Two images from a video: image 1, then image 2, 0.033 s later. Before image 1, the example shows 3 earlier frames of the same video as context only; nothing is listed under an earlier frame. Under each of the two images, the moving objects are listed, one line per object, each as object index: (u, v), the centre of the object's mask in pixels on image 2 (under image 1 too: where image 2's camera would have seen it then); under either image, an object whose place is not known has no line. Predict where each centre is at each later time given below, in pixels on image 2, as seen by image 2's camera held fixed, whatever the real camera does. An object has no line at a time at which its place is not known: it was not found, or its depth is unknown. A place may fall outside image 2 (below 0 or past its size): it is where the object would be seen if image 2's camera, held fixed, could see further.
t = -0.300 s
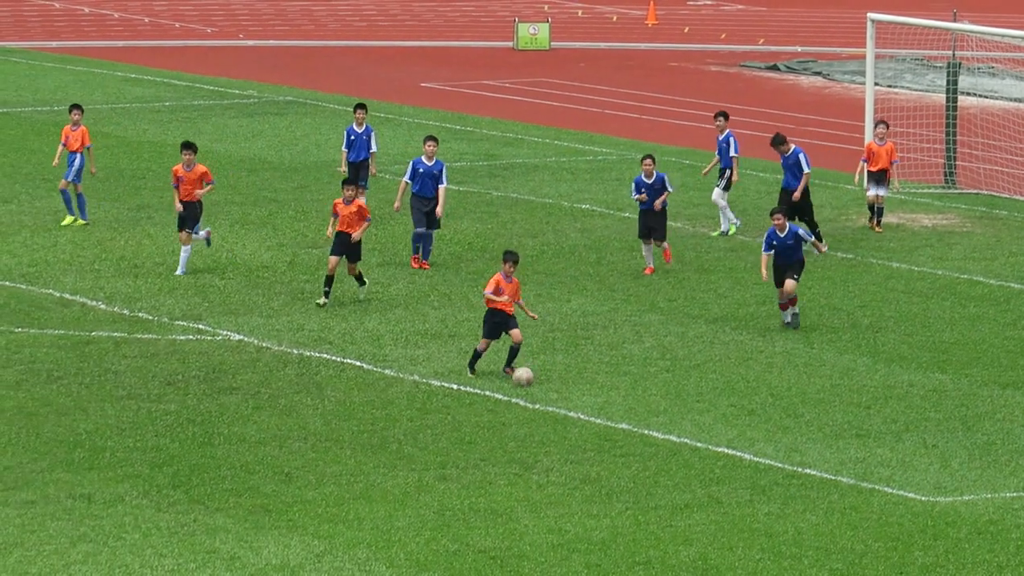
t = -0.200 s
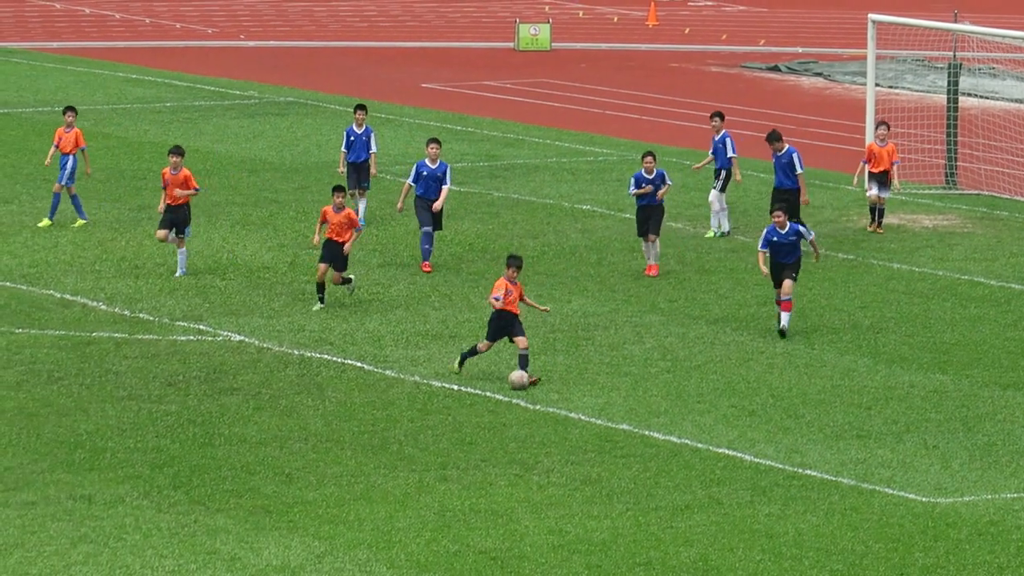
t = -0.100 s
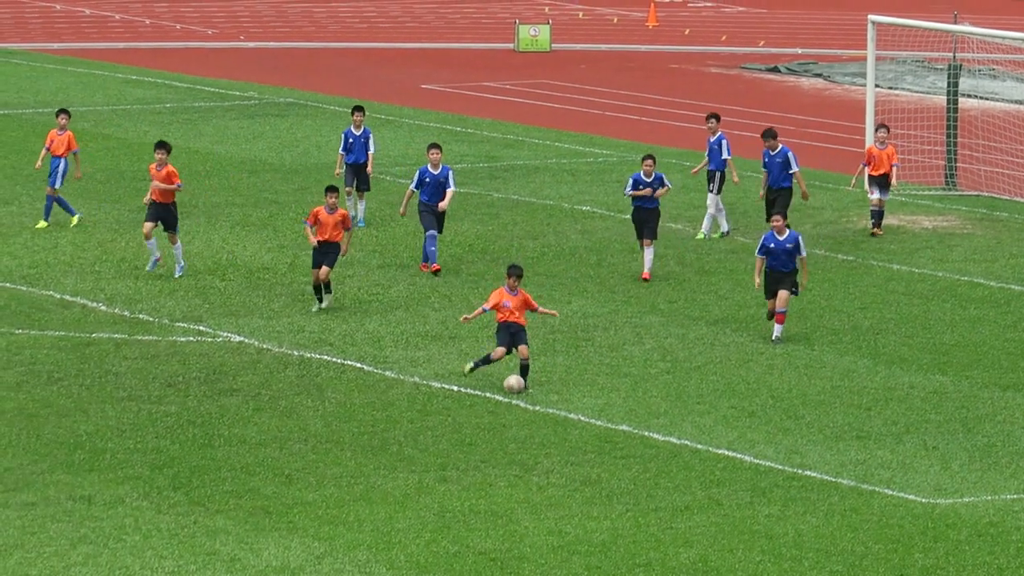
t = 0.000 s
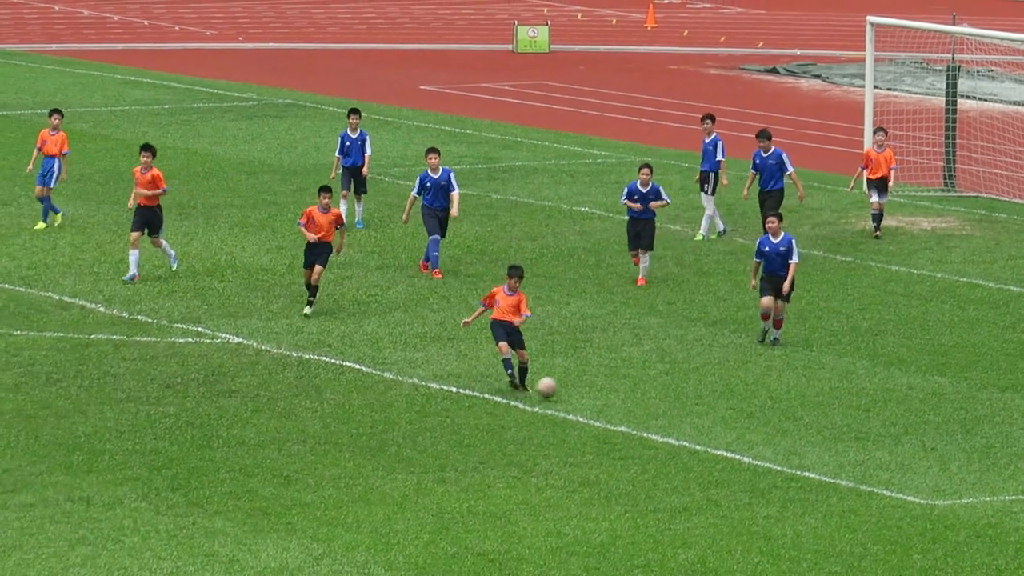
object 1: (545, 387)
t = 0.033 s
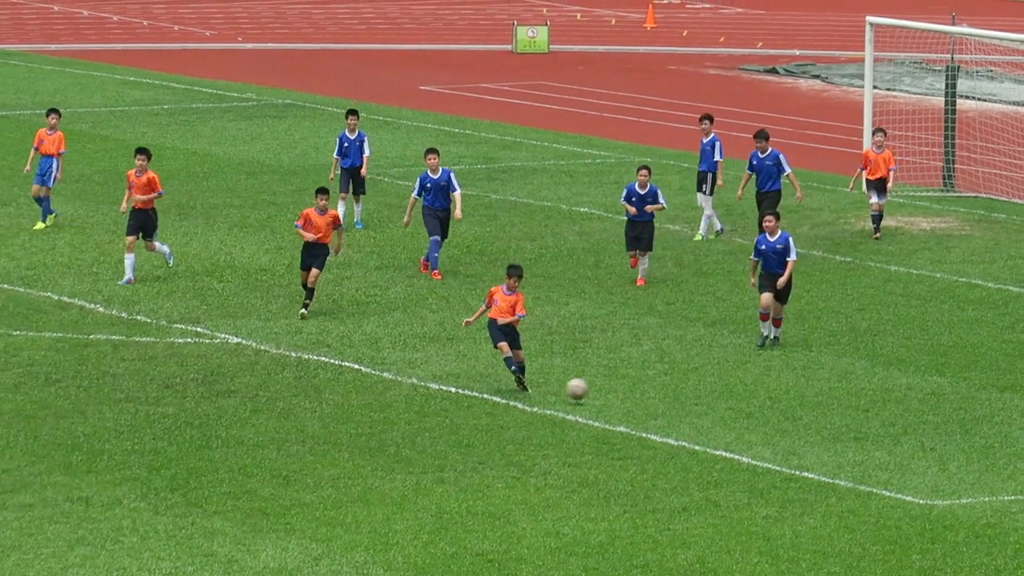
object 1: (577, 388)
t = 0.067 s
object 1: (609, 391)
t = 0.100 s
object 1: (640, 394)
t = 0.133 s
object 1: (672, 399)
